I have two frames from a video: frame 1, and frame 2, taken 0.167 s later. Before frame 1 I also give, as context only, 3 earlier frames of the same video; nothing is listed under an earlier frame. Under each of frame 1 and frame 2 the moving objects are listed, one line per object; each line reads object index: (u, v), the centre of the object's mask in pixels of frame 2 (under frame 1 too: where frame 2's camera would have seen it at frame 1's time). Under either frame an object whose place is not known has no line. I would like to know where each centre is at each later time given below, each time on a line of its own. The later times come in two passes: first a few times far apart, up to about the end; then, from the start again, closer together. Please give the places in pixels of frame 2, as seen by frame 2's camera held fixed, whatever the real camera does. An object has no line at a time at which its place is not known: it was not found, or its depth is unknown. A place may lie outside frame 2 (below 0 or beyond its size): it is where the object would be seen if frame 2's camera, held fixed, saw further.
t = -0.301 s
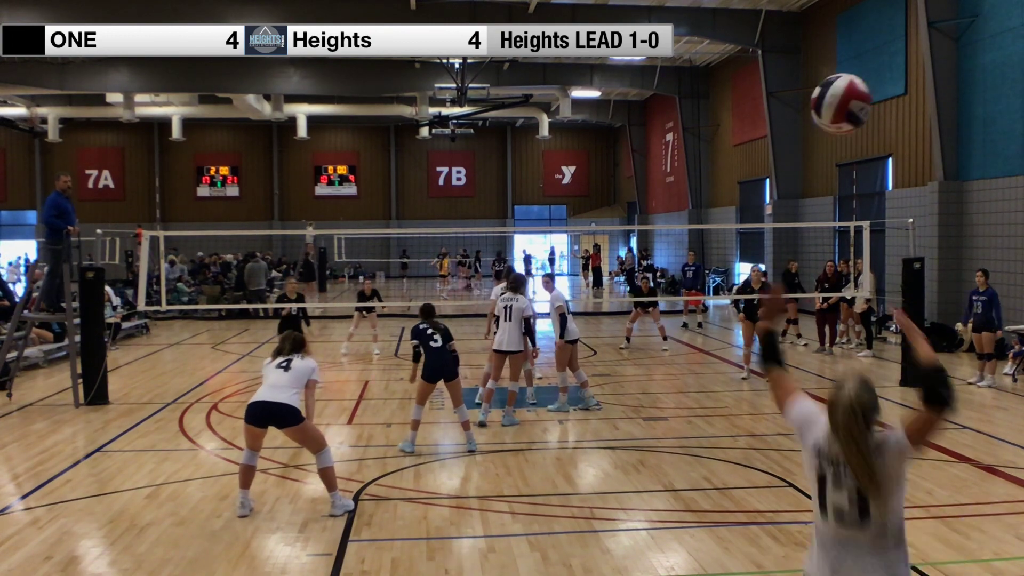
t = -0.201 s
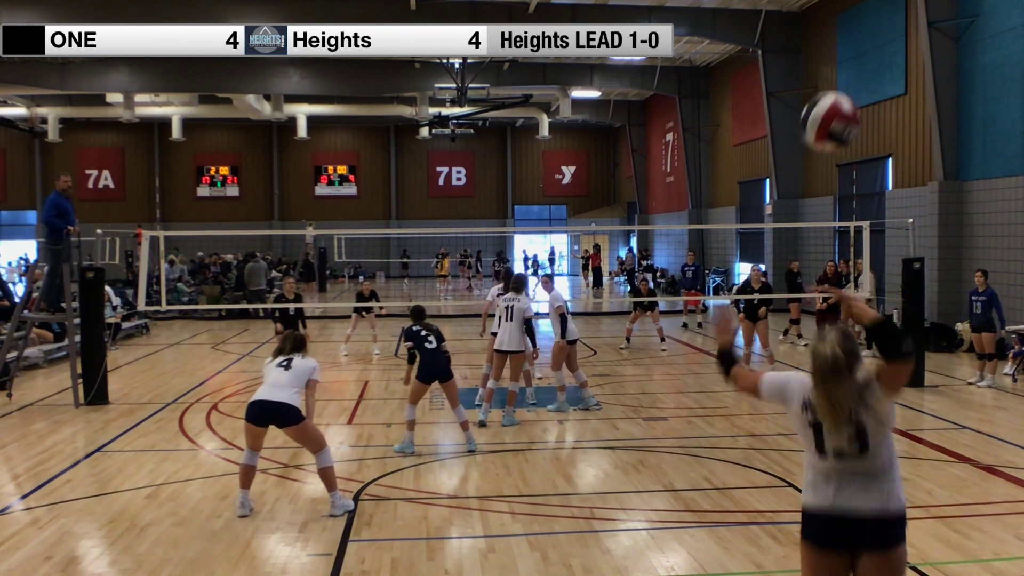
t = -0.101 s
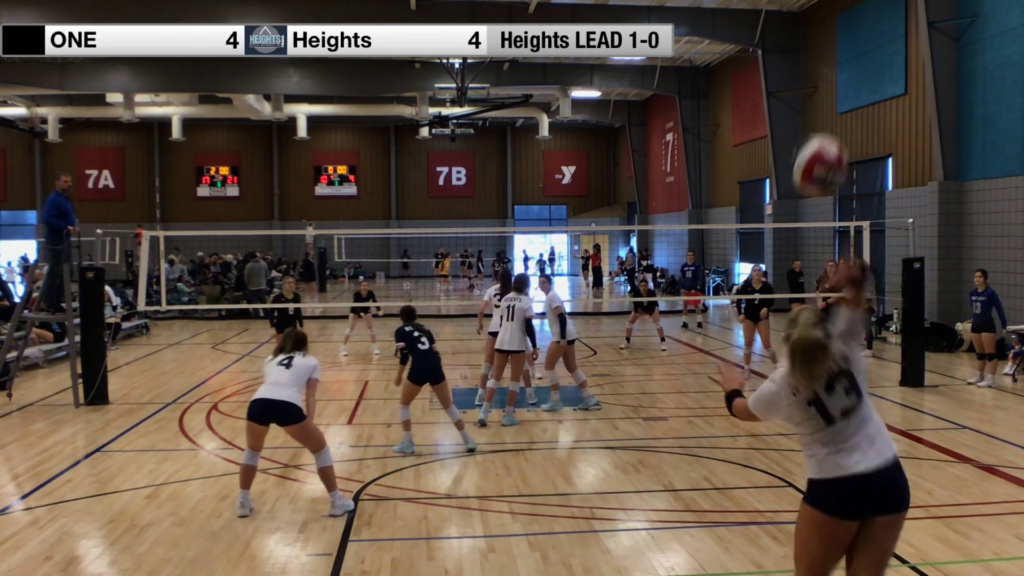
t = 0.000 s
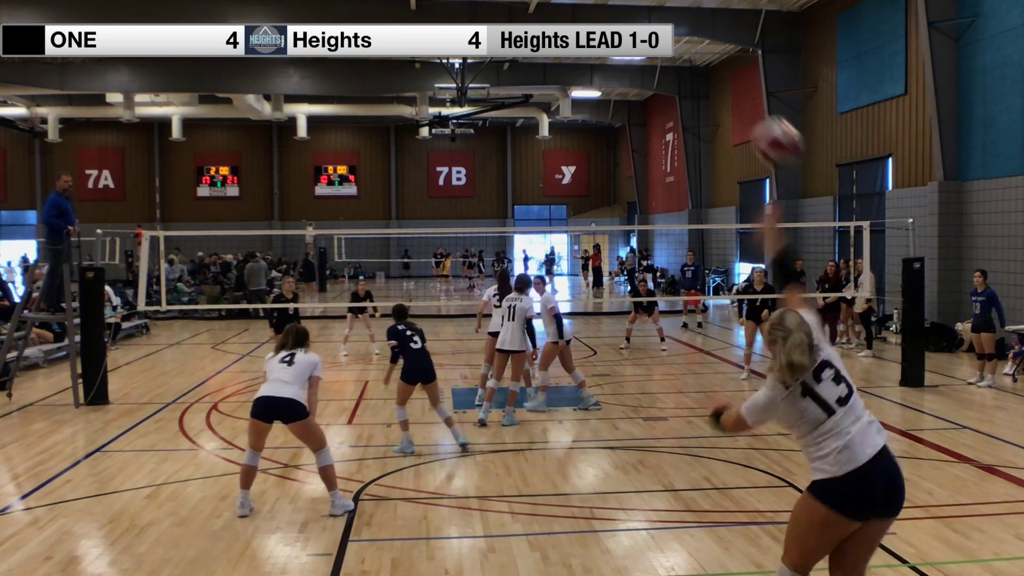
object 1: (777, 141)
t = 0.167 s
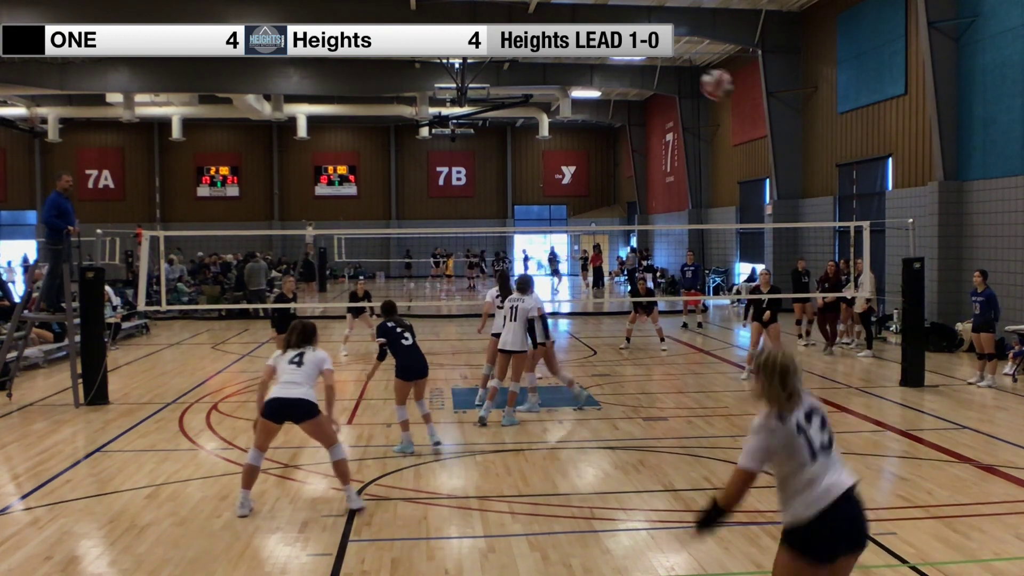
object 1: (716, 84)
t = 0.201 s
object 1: (708, 81)
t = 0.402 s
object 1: (671, 92)
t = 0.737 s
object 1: (635, 169)
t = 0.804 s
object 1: (630, 189)
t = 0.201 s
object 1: (708, 81)
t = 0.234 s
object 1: (700, 79)
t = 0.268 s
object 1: (694, 79)
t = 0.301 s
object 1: (687, 80)
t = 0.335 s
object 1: (681, 83)
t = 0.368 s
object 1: (676, 87)
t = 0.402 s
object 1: (671, 92)
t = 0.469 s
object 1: (661, 103)
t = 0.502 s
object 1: (655, 109)
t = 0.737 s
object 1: (635, 169)
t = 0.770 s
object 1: (633, 178)
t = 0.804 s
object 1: (630, 189)
